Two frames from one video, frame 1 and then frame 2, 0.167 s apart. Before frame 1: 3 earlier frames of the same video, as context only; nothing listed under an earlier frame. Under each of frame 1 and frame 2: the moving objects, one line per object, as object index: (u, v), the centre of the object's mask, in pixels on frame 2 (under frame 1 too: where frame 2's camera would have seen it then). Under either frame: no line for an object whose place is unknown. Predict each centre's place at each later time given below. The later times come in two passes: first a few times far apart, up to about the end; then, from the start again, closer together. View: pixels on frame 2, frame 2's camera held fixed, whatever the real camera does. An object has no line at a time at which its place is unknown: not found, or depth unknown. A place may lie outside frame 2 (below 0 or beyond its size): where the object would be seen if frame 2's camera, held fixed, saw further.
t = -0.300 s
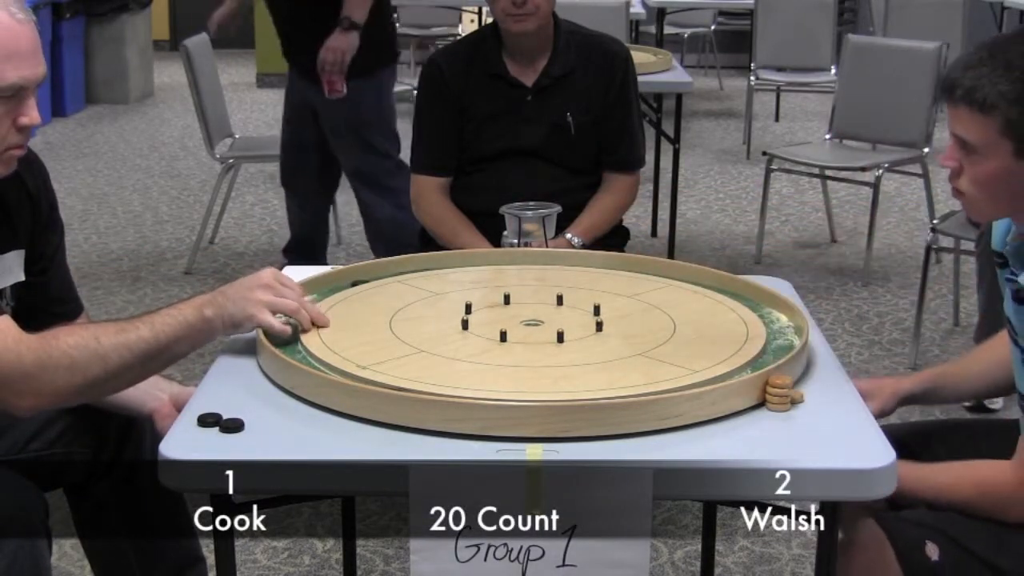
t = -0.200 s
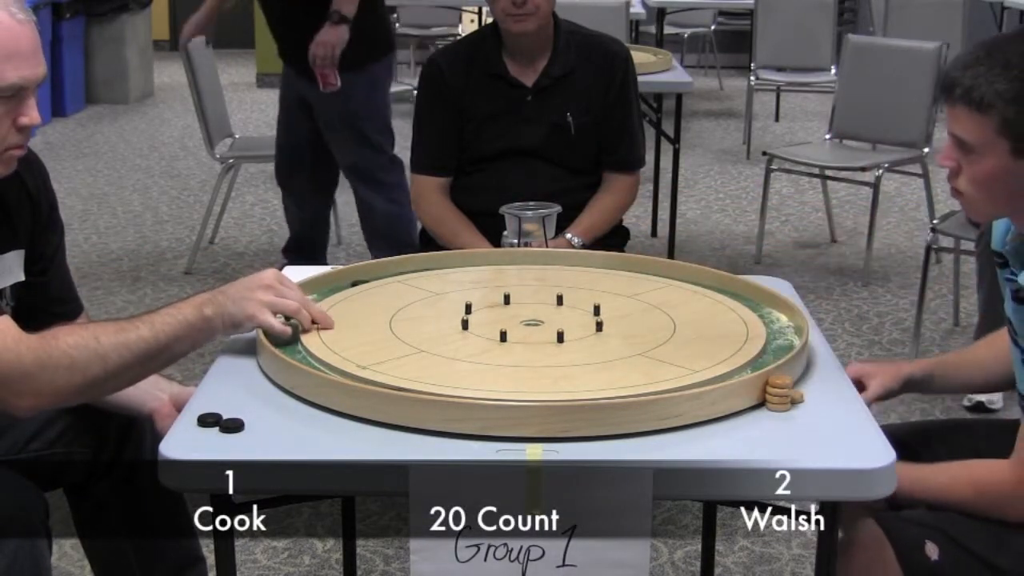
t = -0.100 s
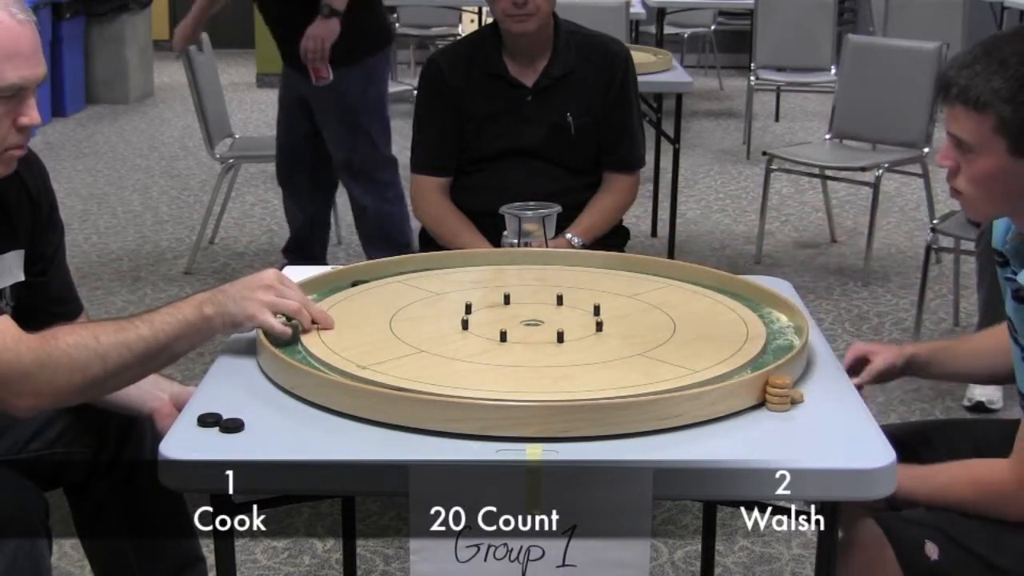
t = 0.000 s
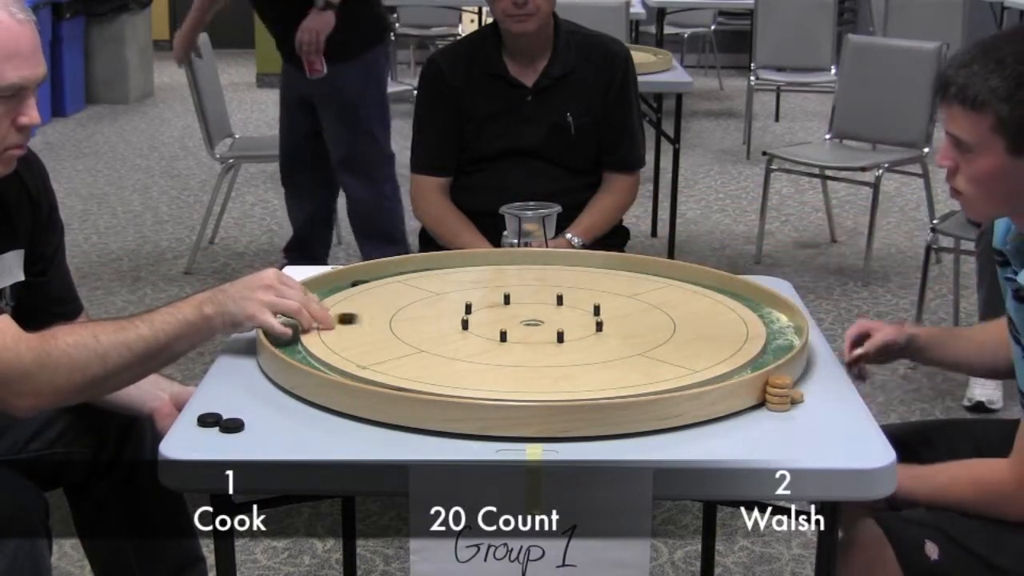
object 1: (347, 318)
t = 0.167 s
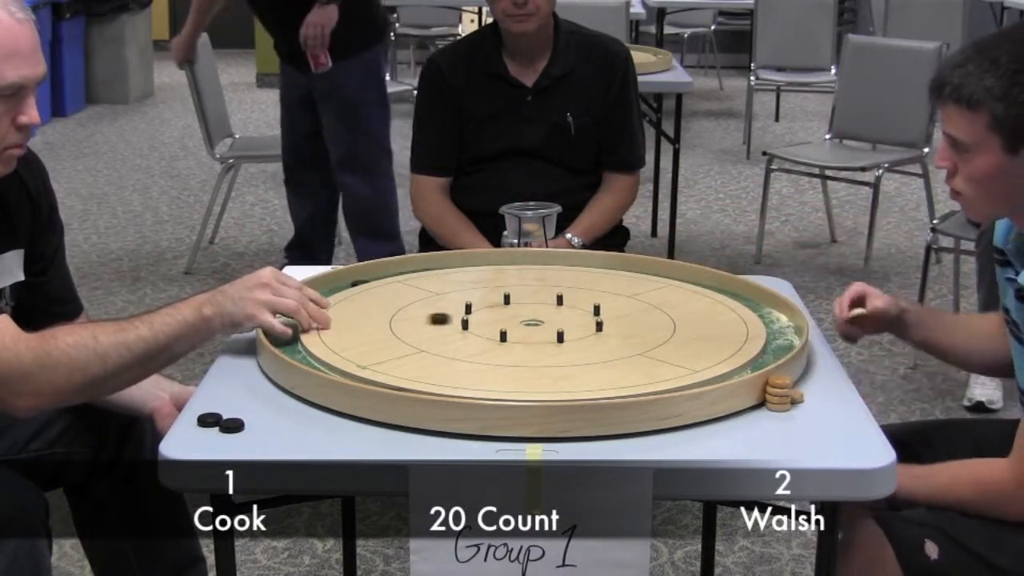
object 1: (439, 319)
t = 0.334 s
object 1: (512, 318)
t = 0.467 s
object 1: (528, 319)
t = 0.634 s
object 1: (531, 320)
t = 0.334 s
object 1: (512, 318)
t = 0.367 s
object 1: (527, 320)
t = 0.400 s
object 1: (532, 320)
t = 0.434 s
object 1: (529, 320)
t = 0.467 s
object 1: (528, 319)
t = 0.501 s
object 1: (528, 319)
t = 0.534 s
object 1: (528, 319)
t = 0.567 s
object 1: (529, 319)
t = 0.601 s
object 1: (530, 320)
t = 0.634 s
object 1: (531, 320)
